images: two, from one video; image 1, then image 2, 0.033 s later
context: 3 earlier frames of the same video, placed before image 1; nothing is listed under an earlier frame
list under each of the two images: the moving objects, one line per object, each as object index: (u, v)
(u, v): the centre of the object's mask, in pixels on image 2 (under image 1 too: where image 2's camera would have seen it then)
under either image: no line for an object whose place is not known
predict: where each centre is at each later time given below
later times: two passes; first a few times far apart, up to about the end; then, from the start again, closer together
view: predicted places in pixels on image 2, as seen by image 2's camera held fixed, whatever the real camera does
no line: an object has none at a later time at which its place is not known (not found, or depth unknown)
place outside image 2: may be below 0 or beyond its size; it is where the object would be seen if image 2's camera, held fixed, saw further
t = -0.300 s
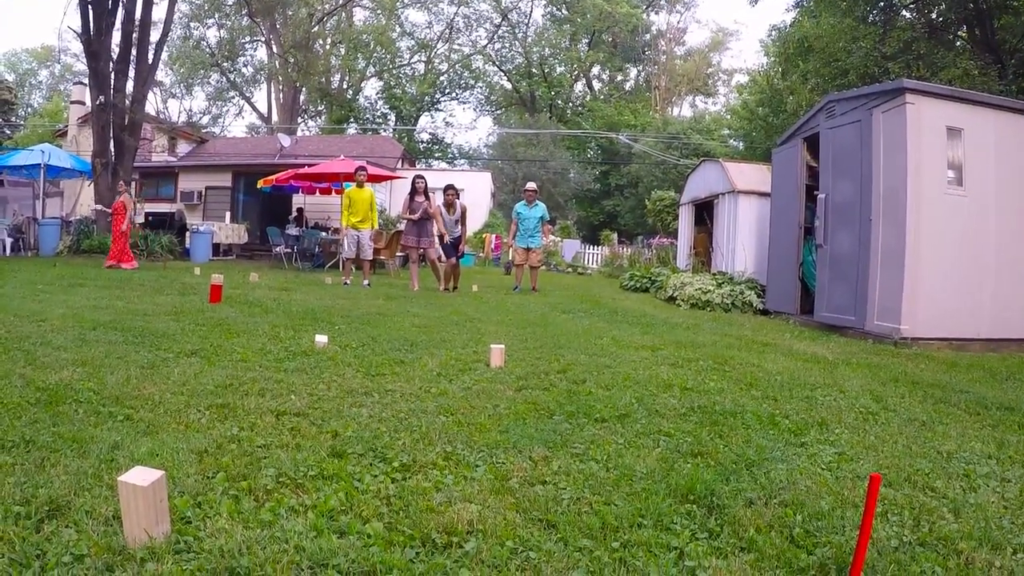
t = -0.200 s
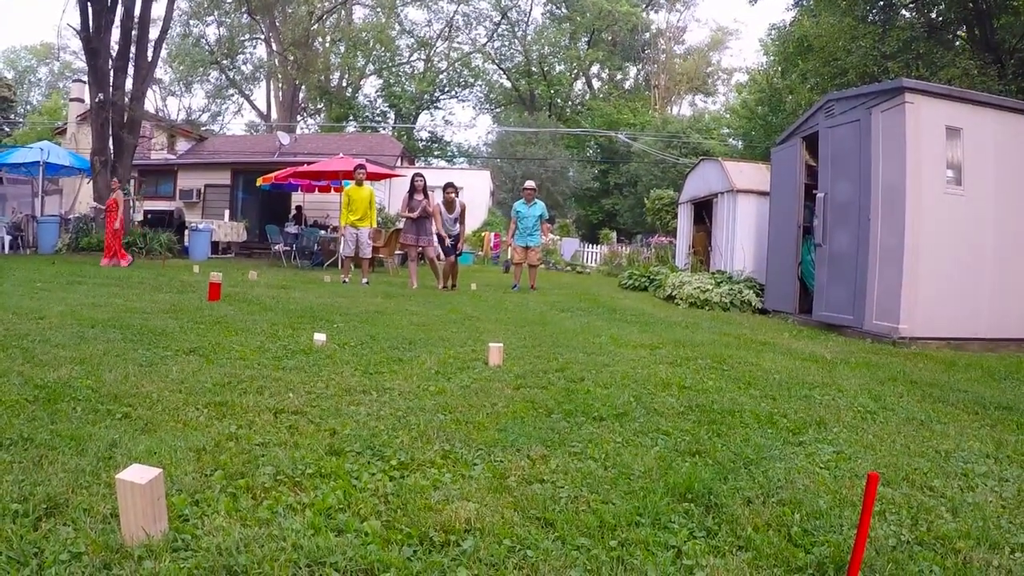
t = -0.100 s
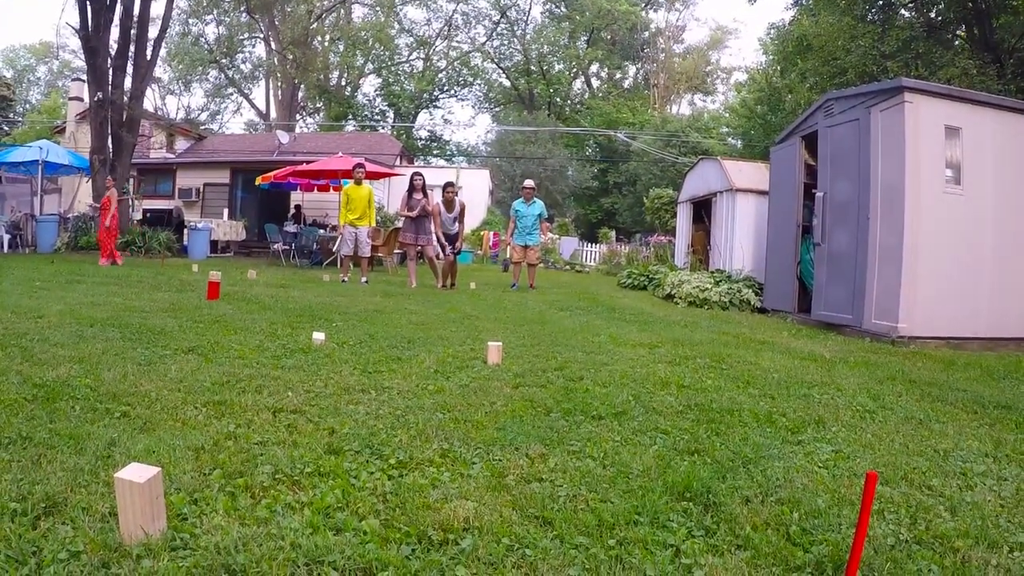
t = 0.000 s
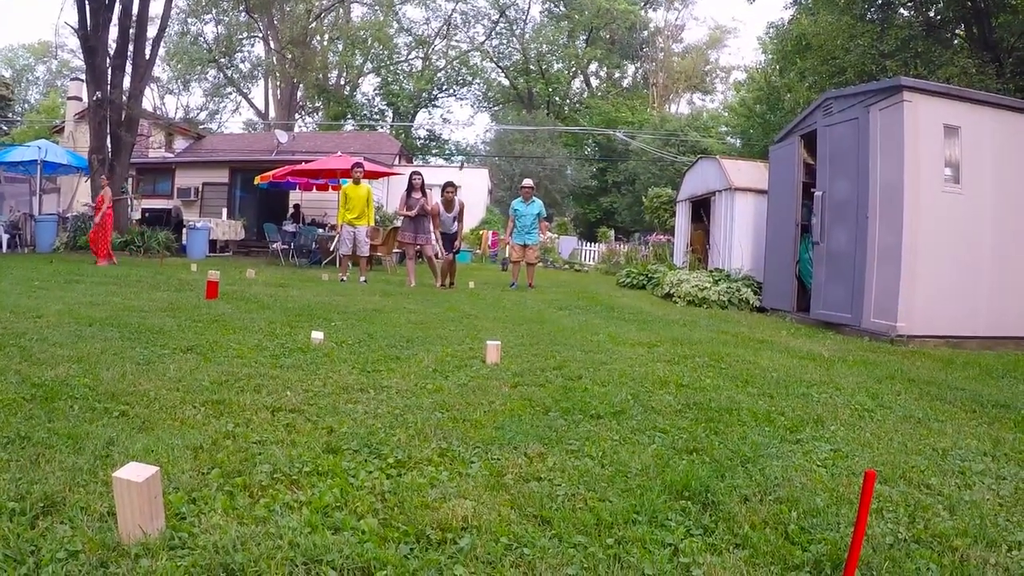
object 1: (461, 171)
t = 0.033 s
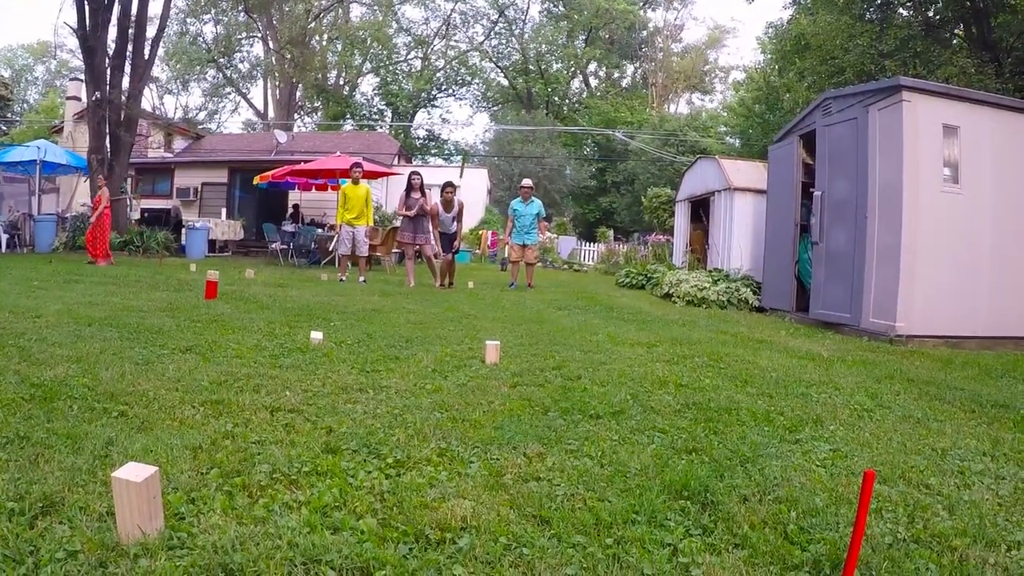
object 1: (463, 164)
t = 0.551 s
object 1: (516, 345)
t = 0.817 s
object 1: (579, 401)
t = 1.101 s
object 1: (615, 409)
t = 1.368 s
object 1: (623, 435)
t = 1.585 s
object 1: (625, 434)
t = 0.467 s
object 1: (501, 334)
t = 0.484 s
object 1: (503, 342)
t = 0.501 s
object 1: (506, 343)
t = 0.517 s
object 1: (510, 341)
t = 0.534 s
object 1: (513, 344)
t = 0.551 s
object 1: (516, 345)
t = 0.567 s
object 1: (519, 346)
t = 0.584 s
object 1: (522, 345)
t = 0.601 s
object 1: (526, 346)
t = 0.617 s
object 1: (530, 349)
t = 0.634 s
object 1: (534, 353)
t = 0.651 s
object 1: (539, 356)
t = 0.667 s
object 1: (543, 355)
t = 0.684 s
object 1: (549, 357)
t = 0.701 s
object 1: (554, 365)
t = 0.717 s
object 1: (558, 377)
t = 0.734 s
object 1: (563, 386)
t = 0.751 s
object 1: (570, 401)
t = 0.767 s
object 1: (572, 405)
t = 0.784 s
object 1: (576, 408)
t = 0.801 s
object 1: (577, 404)
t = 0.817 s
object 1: (579, 401)
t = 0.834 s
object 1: (581, 398)
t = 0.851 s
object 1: (583, 397)
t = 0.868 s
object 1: (584, 396)
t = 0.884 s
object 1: (586, 395)
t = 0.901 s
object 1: (588, 395)
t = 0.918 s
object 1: (589, 395)
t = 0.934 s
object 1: (591, 395)
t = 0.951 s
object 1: (593, 396)
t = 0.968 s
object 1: (595, 397)
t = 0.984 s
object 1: (597, 398)
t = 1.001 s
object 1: (599, 399)
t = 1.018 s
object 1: (601, 400)
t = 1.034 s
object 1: (604, 401)
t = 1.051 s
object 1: (607, 402)
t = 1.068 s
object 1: (609, 404)
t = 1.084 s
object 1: (612, 406)
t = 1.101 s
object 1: (615, 409)
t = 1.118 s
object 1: (618, 412)
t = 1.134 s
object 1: (621, 416)
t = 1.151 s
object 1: (623, 420)
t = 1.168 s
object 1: (625, 425)
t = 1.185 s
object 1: (629, 430)
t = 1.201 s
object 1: (621, 434)
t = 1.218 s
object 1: (616, 435)
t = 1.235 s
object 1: (619, 436)
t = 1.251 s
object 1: (623, 436)
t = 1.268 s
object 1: (624, 435)
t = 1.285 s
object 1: (624, 435)
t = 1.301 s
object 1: (624, 435)
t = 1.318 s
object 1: (623, 435)
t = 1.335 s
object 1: (622, 436)
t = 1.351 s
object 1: (623, 436)
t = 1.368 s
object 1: (623, 435)
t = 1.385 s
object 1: (623, 435)
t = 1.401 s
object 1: (623, 435)
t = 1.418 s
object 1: (623, 435)
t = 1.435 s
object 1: (624, 435)
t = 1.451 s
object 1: (623, 435)
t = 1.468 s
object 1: (623, 435)
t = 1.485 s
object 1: (623, 435)
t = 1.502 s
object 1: (623, 435)
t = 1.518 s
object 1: (624, 435)
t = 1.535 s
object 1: (624, 435)
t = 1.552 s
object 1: (624, 435)
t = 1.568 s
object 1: (624, 434)
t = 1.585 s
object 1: (625, 434)
